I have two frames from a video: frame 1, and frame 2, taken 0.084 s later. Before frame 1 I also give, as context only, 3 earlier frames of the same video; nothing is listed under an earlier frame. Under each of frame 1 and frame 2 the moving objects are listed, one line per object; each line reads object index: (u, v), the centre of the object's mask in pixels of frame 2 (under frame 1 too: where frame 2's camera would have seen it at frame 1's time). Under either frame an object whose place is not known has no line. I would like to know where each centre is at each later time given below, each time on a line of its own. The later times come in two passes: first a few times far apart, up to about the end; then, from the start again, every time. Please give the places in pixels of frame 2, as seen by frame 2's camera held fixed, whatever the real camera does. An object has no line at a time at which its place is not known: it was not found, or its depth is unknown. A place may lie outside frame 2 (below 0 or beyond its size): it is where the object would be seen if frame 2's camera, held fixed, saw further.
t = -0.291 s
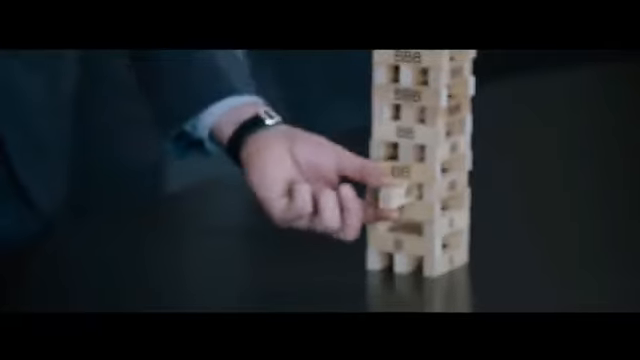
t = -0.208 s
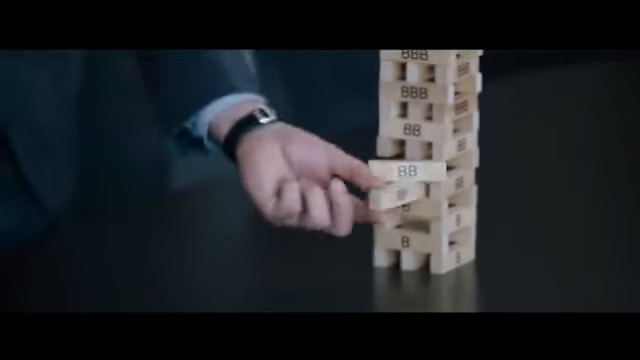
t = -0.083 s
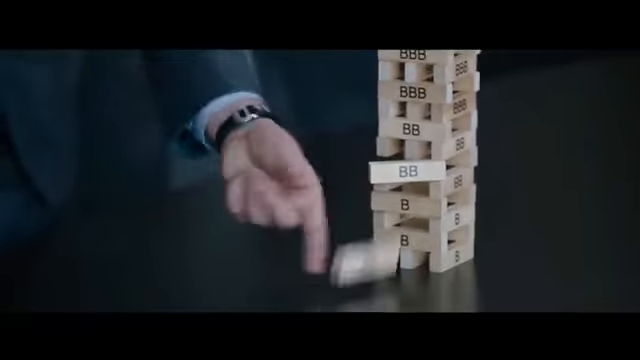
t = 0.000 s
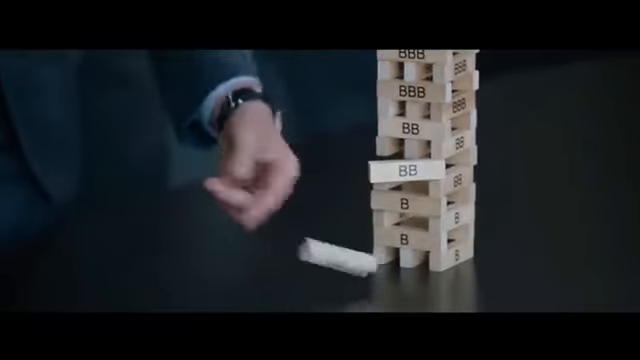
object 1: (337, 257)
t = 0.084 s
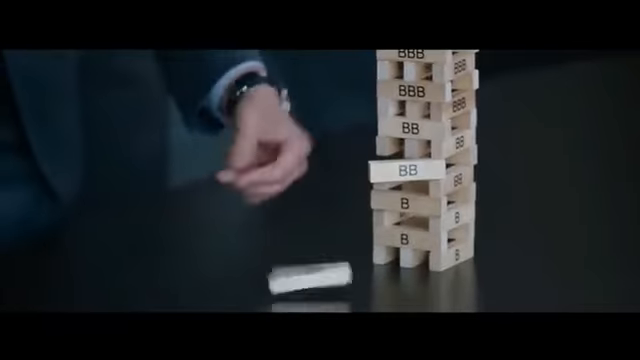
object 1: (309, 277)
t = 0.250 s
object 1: (270, 283)
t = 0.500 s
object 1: (250, 293)
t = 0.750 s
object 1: (251, 306)
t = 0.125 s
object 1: (300, 275)
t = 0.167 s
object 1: (288, 280)
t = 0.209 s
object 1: (278, 284)
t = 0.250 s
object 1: (270, 283)
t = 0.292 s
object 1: (263, 289)
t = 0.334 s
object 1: (258, 288)
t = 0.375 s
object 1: (253, 290)
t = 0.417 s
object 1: (251, 291)
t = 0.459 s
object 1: (250, 292)
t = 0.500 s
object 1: (250, 293)
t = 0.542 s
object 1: (251, 298)
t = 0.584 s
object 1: (250, 301)
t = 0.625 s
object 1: (251, 303)
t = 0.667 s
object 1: (252, 304)
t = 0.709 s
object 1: (251, 305)
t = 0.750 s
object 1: (251, 306)
